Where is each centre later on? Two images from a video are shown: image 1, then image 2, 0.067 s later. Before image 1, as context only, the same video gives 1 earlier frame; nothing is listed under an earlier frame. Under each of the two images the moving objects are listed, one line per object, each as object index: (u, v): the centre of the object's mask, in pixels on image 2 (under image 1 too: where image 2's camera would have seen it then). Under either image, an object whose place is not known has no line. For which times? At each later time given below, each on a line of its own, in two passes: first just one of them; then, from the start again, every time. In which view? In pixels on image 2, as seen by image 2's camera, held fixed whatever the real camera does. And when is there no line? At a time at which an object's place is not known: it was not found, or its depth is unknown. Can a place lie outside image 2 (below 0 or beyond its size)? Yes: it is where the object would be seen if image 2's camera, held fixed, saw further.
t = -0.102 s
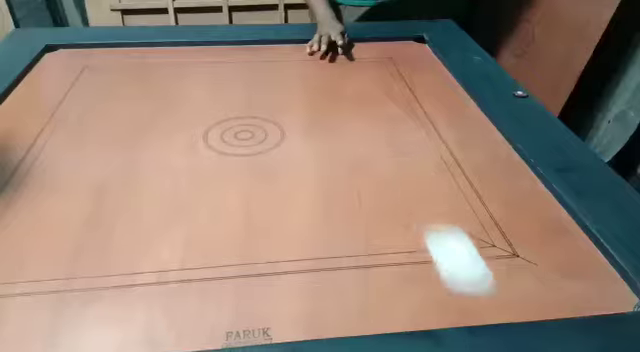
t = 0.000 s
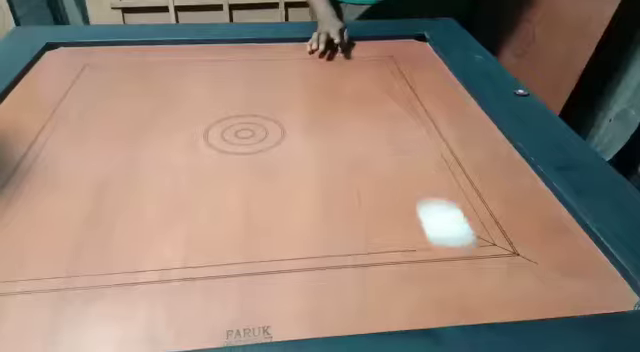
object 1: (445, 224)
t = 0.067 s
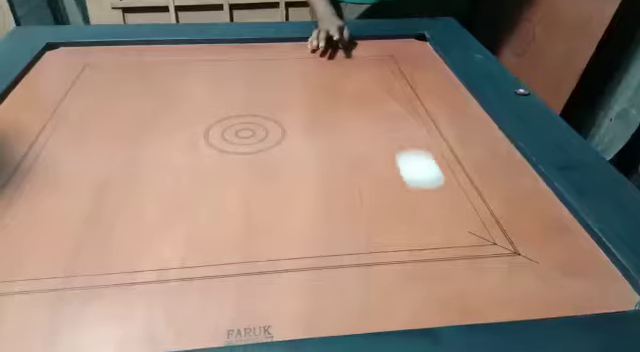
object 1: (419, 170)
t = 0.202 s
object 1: (382, 94)
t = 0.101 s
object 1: (408, 147)
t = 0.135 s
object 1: (398, 127)
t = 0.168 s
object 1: (390, 110)
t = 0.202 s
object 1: (382, 94)
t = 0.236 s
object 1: (375, 80)
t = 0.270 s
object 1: (368, 68)
